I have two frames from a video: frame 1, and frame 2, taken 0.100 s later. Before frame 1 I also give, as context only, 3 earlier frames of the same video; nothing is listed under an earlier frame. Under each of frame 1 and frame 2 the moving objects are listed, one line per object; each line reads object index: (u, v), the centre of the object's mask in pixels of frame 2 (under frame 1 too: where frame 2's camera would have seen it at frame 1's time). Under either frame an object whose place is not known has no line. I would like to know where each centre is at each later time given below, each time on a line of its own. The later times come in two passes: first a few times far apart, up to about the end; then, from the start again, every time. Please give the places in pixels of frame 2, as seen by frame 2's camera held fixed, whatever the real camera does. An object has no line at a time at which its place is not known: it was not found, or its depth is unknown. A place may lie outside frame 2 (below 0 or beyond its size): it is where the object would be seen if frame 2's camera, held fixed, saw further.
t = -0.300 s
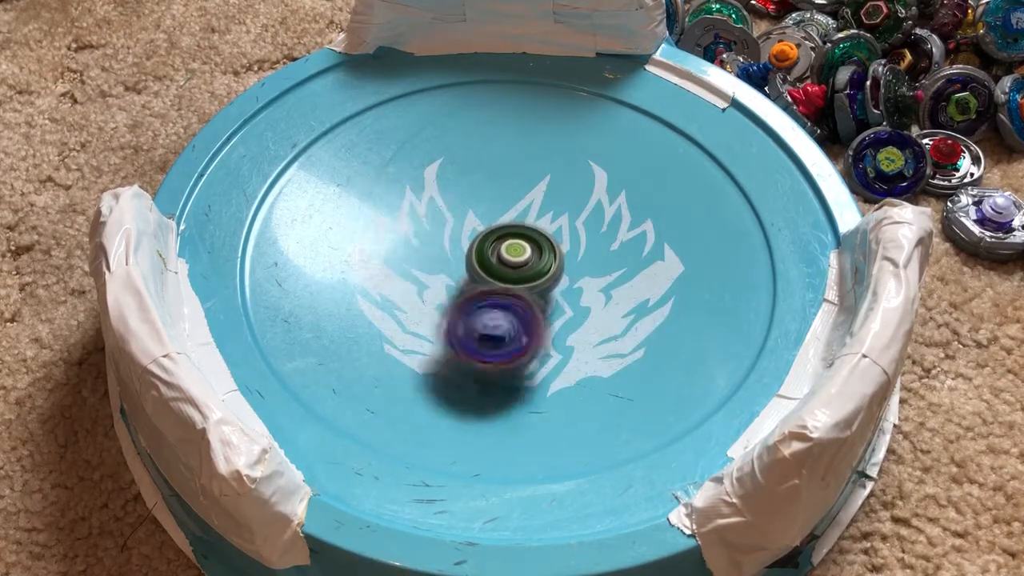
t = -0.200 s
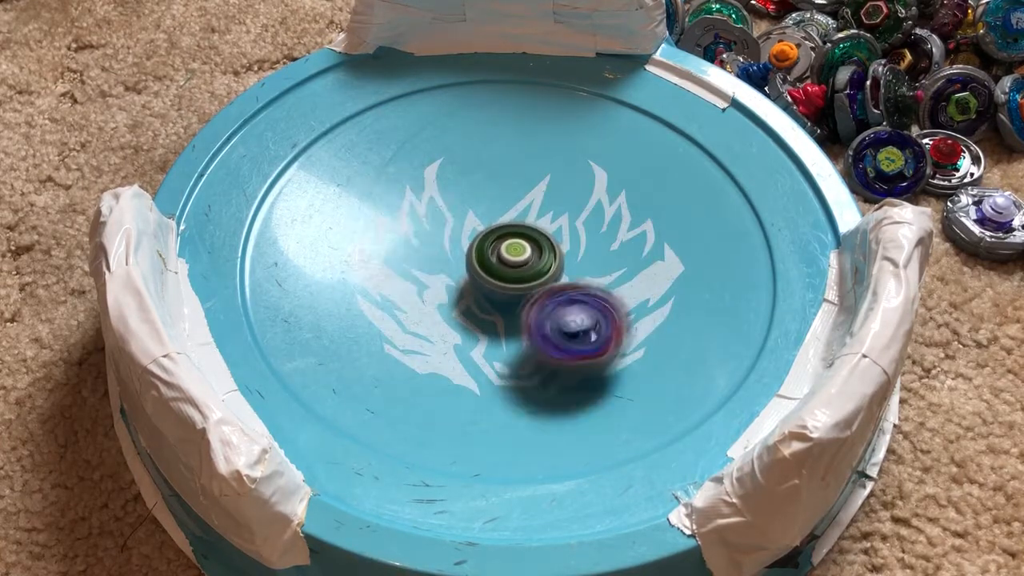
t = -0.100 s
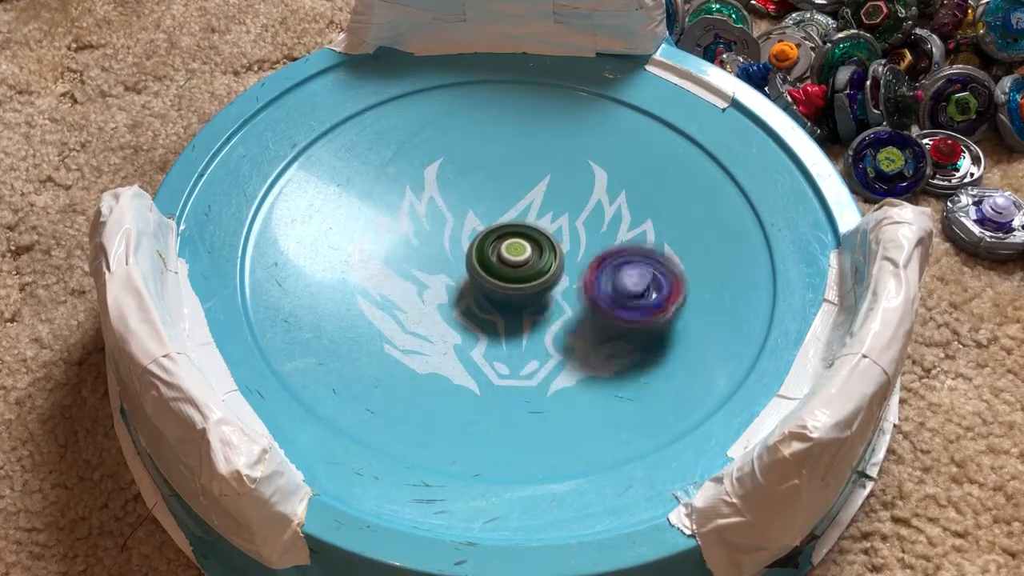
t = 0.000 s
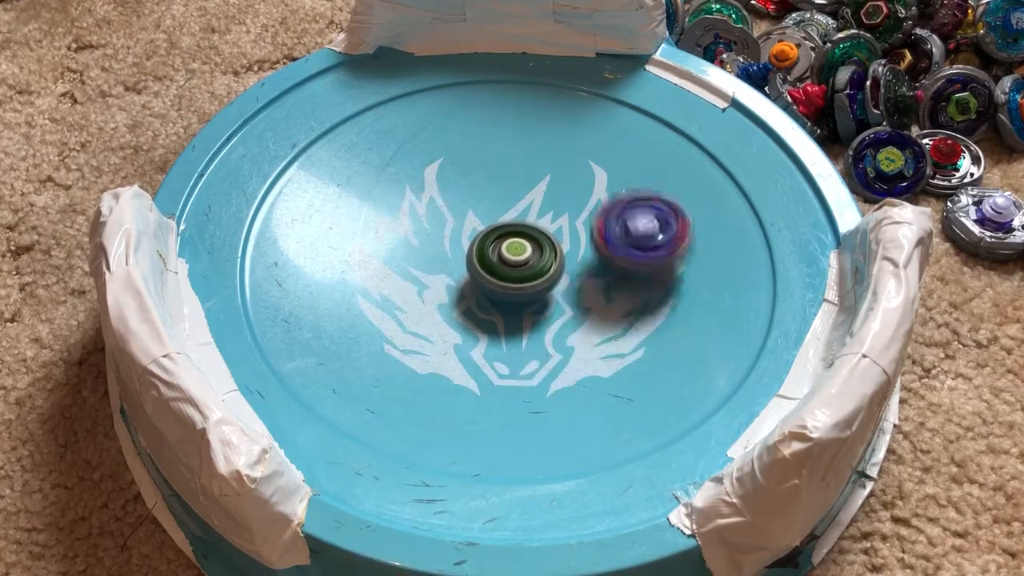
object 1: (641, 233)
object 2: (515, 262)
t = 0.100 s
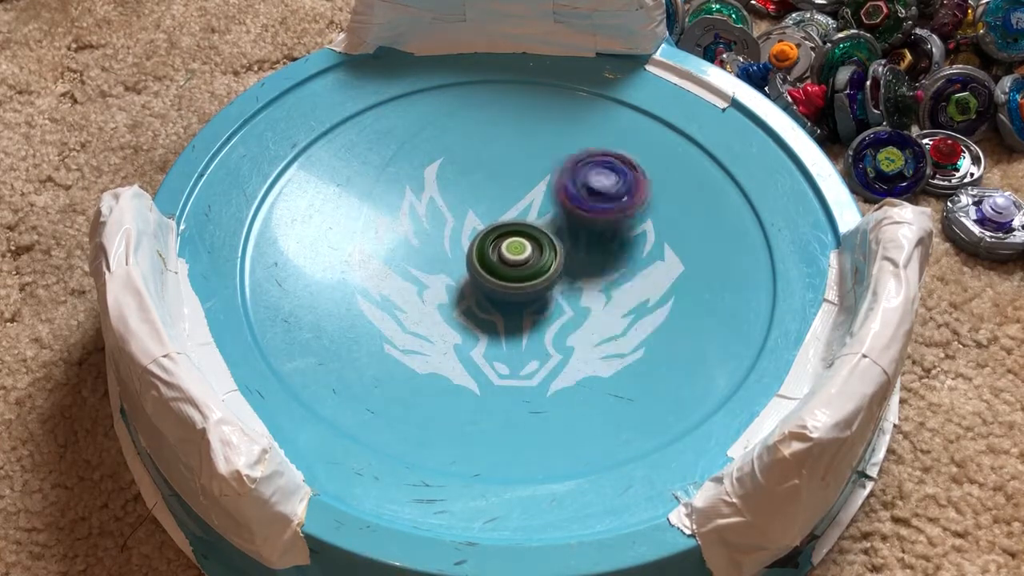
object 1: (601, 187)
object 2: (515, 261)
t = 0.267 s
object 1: (487, 177)
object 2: (517, 261)
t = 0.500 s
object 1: (363, 232)
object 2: (555, 309)
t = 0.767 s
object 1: (463, 336)
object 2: (589, 302)
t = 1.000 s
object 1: (529, 296)
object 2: (687, 259)
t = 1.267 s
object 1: (507, 189)
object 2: (652, 246)
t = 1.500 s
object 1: (422, 214)
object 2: (614, 241)
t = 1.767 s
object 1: (514, 282)
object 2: (621, 218)
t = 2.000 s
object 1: (560, 276)
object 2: (633, 145)
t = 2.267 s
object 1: (527, 272)
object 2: (562, 129)
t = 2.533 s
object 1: (482, 272)
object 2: (521, 206)
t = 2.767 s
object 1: (471, 290)
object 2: (522, 218)
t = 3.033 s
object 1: (491, 286)
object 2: (529, 216)
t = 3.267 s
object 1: (483, 299)
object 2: (537, 202)
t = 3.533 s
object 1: (501, 267)
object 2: (526, 196)
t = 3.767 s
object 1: (484, 263)
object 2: (523, 194)
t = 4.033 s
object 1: (492, 269)
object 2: (524, 198)
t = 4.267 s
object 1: (517, 278)
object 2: (522, 204)
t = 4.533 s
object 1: (531, 280)
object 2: (514, 204)
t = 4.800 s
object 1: (531, 295)
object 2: (505, 199)
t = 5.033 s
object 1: (520, 274)
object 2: (492, 204)
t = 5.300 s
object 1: (516, 297)
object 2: (490, 198)
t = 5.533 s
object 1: (522, 278)
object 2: (484, 203)
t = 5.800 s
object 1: (520, 273)
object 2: (477, 201)
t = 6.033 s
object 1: (508, 282)
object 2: (473, 195)
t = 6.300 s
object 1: (513, 274)
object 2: (469, 202)
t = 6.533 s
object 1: (528, 275)
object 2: (467, 214)
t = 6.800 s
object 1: (557, 287)
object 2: (458, 221)
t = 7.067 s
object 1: (540, 276)
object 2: (455, 229)
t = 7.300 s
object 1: (554, 274)
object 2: (453, 233)
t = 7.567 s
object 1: (552, 278)
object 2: (456, 241)
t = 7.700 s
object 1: (564, 278)
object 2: (457, 247)
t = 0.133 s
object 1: (580, 177)
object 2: (515, 261)
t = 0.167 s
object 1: (558, 172)
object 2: (515, 261)
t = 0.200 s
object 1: (533, 170)
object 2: (516, 261)
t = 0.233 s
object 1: (509, 173)
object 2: (516, 261)
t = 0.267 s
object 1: (487, 177)
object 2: (517, 261)
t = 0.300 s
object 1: (467, 185)
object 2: (517, 261)
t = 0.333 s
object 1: (441, 186)
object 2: (524, 272)
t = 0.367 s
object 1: (418, 186)
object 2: (537, 287)
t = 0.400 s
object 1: (401, 191)
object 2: (544, 300)
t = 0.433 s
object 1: (385, 201)
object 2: (549, 307)
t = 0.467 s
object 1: (372, 215)
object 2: (552, 309)
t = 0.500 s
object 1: (363, 232)
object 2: (555, 309)
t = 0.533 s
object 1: (360, 250)
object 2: (557, 309)
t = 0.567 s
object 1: (362, 267)
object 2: (559, 309)
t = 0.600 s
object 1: (372, 284)
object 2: (561, 310)
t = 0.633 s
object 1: (386, 302)
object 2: (563, 310)
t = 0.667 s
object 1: (406, 313)
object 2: (564, 310)
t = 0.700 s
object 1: (430, 324)
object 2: (565, 310)
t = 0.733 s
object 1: (455, 331)
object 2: (566, 309)
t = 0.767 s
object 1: (463, 336)
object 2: (589, 302)
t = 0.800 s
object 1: (457, 336)
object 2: (631, 293)
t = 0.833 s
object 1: (458, 335)
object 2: (660, 282)
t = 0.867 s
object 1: (469, 332)
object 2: (678, 275)
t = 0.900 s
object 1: (485, 326)
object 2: (688, 269)
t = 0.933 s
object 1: (501, 320)
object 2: (691, 264)
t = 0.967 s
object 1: (517, 310)
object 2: (690, 262)
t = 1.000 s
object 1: (529, 296)
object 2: (687, 259)
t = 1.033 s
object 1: (537, 284)
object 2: (684, 257)
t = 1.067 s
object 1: (543, 268)
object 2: (680, 255)
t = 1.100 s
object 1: (544, 252)
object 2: (676, 254)
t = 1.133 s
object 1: (541, 238)
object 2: (672, 252)
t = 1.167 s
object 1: (537, 224)
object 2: (667, 250)
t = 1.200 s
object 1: (528, 211)
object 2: (662, 249)
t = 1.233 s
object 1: (519, 199)
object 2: (657, 247)
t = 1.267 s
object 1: (507, 189)
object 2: (652, 246)
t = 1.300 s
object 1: (492, 182)
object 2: (647, 244)
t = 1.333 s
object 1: (477, 177)
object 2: (643, 242)
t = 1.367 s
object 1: (460, 177)
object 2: (638, 242)
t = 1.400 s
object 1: (444, 180)
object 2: (632, 241)
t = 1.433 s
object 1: (433, 187)
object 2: (626, 240)
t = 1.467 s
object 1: (426, 199)
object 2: (621, 240)
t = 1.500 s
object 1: (422, 214)
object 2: (614, 241)
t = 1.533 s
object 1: (426, 230)
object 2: (609, 240)
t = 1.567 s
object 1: (436, 243)
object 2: (603, 240)
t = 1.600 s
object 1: (449, 255)
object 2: (598, 239)
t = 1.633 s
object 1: (465, 264)
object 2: (593, 239)
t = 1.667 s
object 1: (483, 271)
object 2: (589, 238)
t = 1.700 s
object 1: (504, 276)
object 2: (587, 236)
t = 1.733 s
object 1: (507, 278)
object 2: (605, 227)
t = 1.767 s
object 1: (514, 282)
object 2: (621, 218)
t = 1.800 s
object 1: (527, 282)
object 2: (630, 212)
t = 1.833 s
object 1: (540, 279)
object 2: (631, 205)
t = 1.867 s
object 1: (557, 273)
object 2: (626, 201)
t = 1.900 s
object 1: (570, 267)
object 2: (620, 198)
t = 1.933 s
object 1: (573, 266)
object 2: (624, 185)
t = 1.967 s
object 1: (565, 273)
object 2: (633, 162)
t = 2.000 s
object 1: (560, 276)
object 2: (633, 145)
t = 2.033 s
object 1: (557, 276)
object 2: (626, 130)
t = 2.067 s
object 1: (555, 276)
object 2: (617, 117)
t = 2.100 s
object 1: (551, 277)
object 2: (606, 110)
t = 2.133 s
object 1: (548, 276)
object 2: (595, 108)
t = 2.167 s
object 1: (543, 274)
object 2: (585, 112)
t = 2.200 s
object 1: (538, 274)
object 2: (577, 116)
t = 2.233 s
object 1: (533, 273)
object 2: (569, 122)
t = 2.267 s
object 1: (527, 272)
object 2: (562, 129)
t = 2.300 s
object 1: (521, 271)
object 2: (555, 140)
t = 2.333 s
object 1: (514, 270)
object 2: (549, 149)
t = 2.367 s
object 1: (507, 269)
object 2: (542, 160)
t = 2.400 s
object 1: (501, 269)
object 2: (535, 172)
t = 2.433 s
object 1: (495, 270)
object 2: (529, 183)
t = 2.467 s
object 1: (490, 271)
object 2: (524, 193)
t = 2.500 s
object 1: (486, 271)
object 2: (522, 201)
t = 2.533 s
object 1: (482, 272)
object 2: (521, 206)
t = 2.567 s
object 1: (475, 279)
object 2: (523, 206)
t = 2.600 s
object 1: (470, 283)
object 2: (523, 209)
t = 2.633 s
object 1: (467, 285)
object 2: (524, 211)
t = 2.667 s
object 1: (467, 287)
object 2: (524, 211)
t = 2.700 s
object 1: (467, 288)
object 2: (523, 214)
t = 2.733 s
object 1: (469, 289)
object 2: (522, 217)
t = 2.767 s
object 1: (471, 290)
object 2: (522, 218)
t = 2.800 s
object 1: (475, 290)
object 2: (521, 220)
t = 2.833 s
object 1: (479, 289)
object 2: (521, 221)
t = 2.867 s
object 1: (477, 292)
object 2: (525, 218)
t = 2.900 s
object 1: (478, 292)
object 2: (530, 212)
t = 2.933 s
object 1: (480, 292)
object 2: (533, 211)
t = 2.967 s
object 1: (484, 291)
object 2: (532, 213)
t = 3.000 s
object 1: (486, 289)
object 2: (530, 214)
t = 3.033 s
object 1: (491, 286)
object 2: (529, 216)
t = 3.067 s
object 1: (486, 289)
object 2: (534, 208)
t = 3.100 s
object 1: (483, 292)
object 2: (540, 203)
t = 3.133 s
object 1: (481, 296)
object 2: (544, 197)
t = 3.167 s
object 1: (479, 297)
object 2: (543, 200)
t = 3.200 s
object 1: (480, 299)
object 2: (542, 200)
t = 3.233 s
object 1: (480, 299)
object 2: (539, 202)
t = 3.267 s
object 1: (483, 299)
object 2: (537, 202)
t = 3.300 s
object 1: (486, 299)
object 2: (535, 201)
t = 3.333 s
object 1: (489, 298)
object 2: (533, 202)
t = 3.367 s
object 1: (492, 295)
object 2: (531, 201)
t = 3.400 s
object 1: (495, 291)
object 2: (529, 201)
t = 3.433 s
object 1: (500, 282)
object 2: (527, 203)
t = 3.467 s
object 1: (502, 277)
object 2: (525, 204)
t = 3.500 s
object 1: (503, 269)
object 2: (525, 200)
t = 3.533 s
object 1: (501, 267)
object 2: (526, 196)
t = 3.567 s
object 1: (498, 265)
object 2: (527, 195)
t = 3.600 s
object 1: (494, 262)
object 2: (528, 193)
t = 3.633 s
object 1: (491, 261)
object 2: (527, 192)
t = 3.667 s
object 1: (488, 262)
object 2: (526, 194)
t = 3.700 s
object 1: (487, 262)
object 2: (526, 194)
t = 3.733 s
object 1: (486, 262)
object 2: (524, 193)
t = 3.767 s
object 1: (484, 263)
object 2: (523, 194)
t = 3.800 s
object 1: (485, 263)
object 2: (522, 193)
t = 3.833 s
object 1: (486, 261)
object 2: (522, 193)
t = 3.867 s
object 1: (486, 262)
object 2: (522, 194)
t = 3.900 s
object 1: (486, 264)
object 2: (524, 193)
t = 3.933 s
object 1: (485, 265)
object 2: (524, 194)
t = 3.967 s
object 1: (488, 268)
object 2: (524, 195)
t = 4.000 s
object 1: (490, 268)
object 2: (524, 197)
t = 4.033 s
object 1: (492, 269)
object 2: (524, 198)
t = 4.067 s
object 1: (497, 269)
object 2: (524, 198)
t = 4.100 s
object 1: (499, 272)
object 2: (524, 199)
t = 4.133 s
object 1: (501, 274)
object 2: (525, 198)
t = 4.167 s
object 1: (505, 277)
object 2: (526, 199)
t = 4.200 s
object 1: (507, 279)
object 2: (524, 202)
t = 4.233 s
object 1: (512, 279)
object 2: (524, 203)
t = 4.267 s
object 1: (517, 278)
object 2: (522, 204)
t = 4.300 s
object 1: (518, 279)
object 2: (522, 203)
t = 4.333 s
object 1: (519, 282)
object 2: (524, 201)
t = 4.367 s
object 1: (520, 283)
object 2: (525, 199)
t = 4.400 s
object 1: (522, 284)
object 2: (523, 202)
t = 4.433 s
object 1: (526, 283)
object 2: (520, 204)
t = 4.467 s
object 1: (528, 281)
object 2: (519, 204)
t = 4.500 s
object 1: (530, 279)
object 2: (516, 205)
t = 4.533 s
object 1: (531, 280)
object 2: (514, 204)
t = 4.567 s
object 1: (531, 284)
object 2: (514, 195)
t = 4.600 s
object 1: (531, 286)
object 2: (513, 193)
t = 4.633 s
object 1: (531, 289)
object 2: (513, 194)
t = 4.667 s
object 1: (532, 291)
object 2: (512, 196)
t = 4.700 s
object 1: (531, 295)
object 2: (509, 199)
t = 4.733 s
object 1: (532, 295)
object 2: (508, 197)
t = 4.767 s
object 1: (532, 295)
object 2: (506, 197)
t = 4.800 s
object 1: (531, 295)
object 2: (505, 199)
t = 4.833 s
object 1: (531, 294)
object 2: (502, 199)
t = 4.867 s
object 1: (531, 291)
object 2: (501, 199)
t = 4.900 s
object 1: (529, 289)
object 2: (499, 201)
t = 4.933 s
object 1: (526, 286)
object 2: (497, 201)
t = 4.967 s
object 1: (526, 281)
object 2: (496, 203)
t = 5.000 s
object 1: (522, 279)
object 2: (494, 204)
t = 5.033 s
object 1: (520, 274)
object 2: (492, 204)
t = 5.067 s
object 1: (516, 274)
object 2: (492, 201)
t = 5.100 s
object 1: (515, 281)
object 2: (493, 193)
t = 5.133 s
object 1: (513, 286)
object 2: (493, 192)
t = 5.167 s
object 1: (513, 291)
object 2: (493, 193)
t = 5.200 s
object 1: (513, 293)
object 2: (492, 194)
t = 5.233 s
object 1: (514, 295)
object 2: (492, 195)
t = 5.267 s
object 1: (515, 297)
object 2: (491, 196)
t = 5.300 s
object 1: (516, 297)
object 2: (490, 198)
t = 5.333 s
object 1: (517, 295)
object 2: (490, 199)
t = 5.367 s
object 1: (520, 293)
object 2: (489, 201)
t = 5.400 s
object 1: (521, 292)
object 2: (488, 202)
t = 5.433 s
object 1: (522, 287)
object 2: (488, 203)
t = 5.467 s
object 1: (522, 283)
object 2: (487, 206)
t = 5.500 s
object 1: (522, 278)
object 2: (486, 206)
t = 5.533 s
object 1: (522, 278)
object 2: (484, 203)
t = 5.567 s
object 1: (521, 279)
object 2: (483, 196)
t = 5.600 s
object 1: (520, 279)
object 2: (483, 195)
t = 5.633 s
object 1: (523, 277)
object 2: (484, 196)
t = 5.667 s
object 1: (521, 277)
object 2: (484, 199)
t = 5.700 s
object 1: (519, 275)
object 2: (482, 201)
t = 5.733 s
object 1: (519, 274)
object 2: (480, 202)
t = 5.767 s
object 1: (521, 271)
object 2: (480, 202)
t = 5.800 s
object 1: (520, 273)
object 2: (477, 201)
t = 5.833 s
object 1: (518, 272)
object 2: (477, 200)
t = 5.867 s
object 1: (516, 272)
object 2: (476, 200)
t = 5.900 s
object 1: (515, 271)
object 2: (475, 201)
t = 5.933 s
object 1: (514, 271)
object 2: (473, 202)
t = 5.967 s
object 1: (512, 275)
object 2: (473, 199)
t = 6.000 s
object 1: (511, 280)
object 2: (473, 193)
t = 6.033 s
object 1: (508, 282)
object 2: (473, 195)
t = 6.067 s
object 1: (509, 283)
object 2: (473, 195)
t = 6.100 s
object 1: (509, 283)
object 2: (472, 198)
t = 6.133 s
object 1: (512, 283)
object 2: (471, 197)
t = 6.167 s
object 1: (513, 283)
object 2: (471, 199)
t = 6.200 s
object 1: (513, 284)
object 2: (470, 201)
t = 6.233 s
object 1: (511, 283)
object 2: (470, 202)
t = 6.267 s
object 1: (511, 279)
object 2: (469, 204)
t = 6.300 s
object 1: (513, 274)
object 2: (469, 202)
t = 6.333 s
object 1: (517, 272)
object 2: (468, 204)
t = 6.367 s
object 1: (520, 270)
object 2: (467, 206)
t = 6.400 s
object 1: (523, 272)
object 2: (467, 206)
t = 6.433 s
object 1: (526, 276)
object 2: (468, 207)
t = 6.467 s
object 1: (526, 280)
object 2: (468, 210)
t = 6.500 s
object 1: (525, 280)
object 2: (468, 212)
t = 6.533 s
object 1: (528, 275)
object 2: (467, 214)
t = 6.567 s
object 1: (532, 273)
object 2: (464, 214)
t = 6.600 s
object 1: (538, 275)
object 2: (464, 214)
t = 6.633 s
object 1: (542, 277)
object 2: (462, 215)
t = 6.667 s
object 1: (546, 280)
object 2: (461, 216)
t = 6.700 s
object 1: (550, 283)
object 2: (461, 217)
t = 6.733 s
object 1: (552, 286)
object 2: (460, 218)
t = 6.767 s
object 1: (555, 286)
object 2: (459, 219)
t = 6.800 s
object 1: (557, 287)
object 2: (458, 221)
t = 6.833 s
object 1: (560, 288)
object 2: (458, 221)
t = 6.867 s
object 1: (560, 286)
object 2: (457, 222)
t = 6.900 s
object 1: (559, 285)
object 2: (456, 223)
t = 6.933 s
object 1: (557, 283)
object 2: (456, 224)
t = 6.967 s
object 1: (553, 281)
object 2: (455, 225)
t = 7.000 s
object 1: (547, 279)
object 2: (455, 226)
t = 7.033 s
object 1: (542, 277)
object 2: (455, 227)
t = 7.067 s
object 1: (540, 276)
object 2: (455, 229)
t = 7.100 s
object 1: (543, 276)
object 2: (452, 228)
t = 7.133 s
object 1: (546, 274)
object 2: (452, 227)
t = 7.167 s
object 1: (547, 271)
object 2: (451, 228)
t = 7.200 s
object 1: (547, 270)
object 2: (451, 229)
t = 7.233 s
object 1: (547, 271)
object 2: (452, 230)
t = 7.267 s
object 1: (552, 273)
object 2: (452, 231)
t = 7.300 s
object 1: (554, 274)
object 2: (453, 233)
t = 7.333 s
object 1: (554, 272)
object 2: (454, 234)
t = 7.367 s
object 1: (551, 272)
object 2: (455, 235)
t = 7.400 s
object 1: (549, 273)
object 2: (455, 237)
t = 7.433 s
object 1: (547, 274)
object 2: (454, 237)
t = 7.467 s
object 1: (547, 274)
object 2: (454, 236)
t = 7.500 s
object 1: (548, 274)
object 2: (455, 237)
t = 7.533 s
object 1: (549, 276)
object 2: (456, 239)
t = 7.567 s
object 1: (552, 278)
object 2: (456, 241)
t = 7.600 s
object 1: (555, 279)
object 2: (456, 242)
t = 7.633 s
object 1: (559, 279)
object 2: (456, 244)
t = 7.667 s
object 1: (561, 278)
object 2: (456, 245)
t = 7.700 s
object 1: (564, 278)
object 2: (457, 247)
